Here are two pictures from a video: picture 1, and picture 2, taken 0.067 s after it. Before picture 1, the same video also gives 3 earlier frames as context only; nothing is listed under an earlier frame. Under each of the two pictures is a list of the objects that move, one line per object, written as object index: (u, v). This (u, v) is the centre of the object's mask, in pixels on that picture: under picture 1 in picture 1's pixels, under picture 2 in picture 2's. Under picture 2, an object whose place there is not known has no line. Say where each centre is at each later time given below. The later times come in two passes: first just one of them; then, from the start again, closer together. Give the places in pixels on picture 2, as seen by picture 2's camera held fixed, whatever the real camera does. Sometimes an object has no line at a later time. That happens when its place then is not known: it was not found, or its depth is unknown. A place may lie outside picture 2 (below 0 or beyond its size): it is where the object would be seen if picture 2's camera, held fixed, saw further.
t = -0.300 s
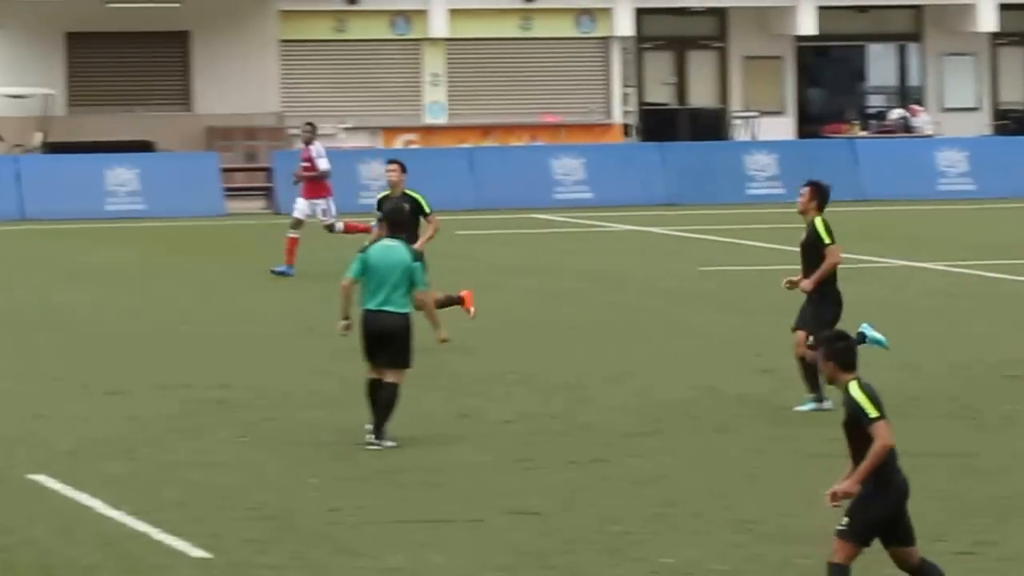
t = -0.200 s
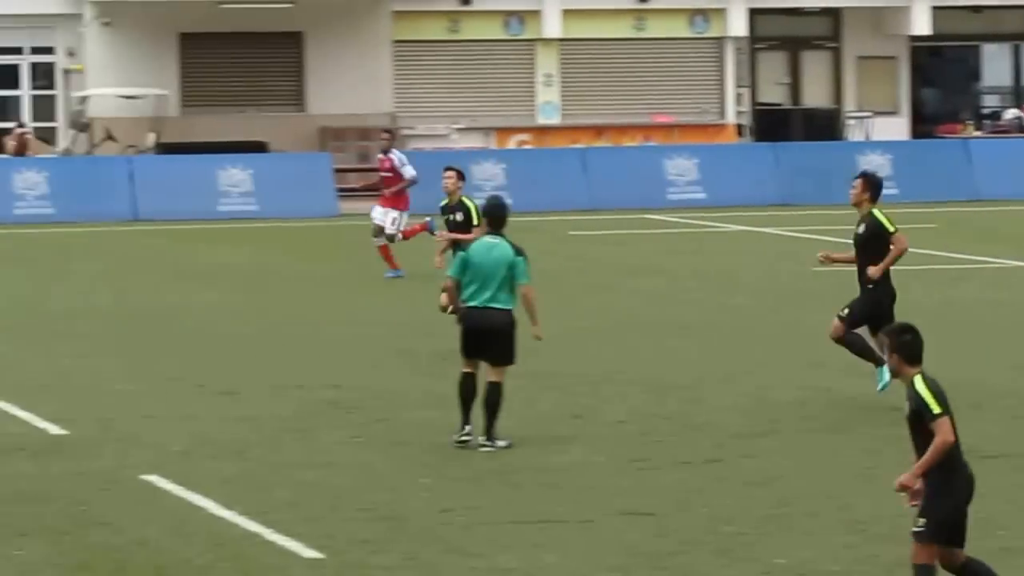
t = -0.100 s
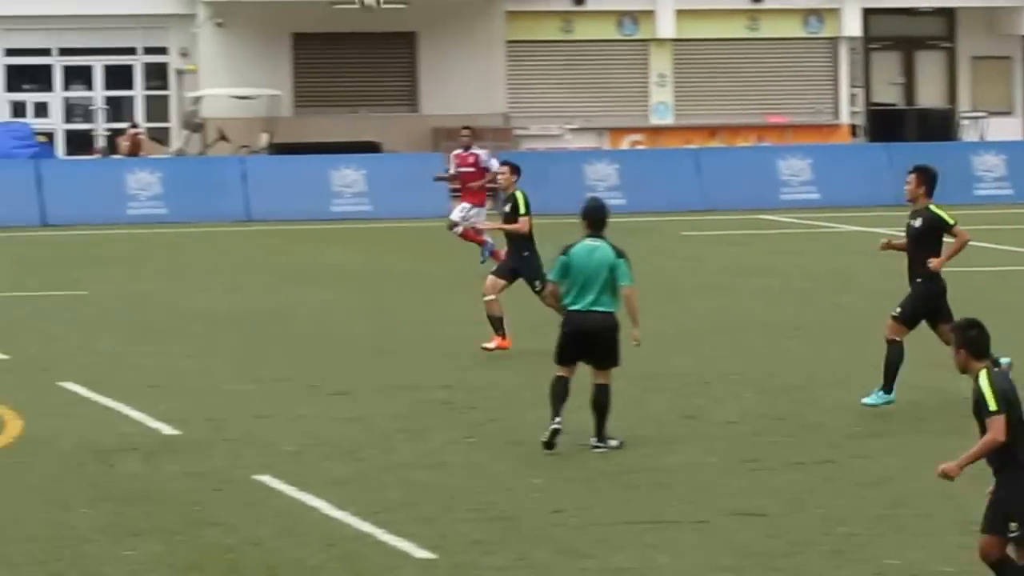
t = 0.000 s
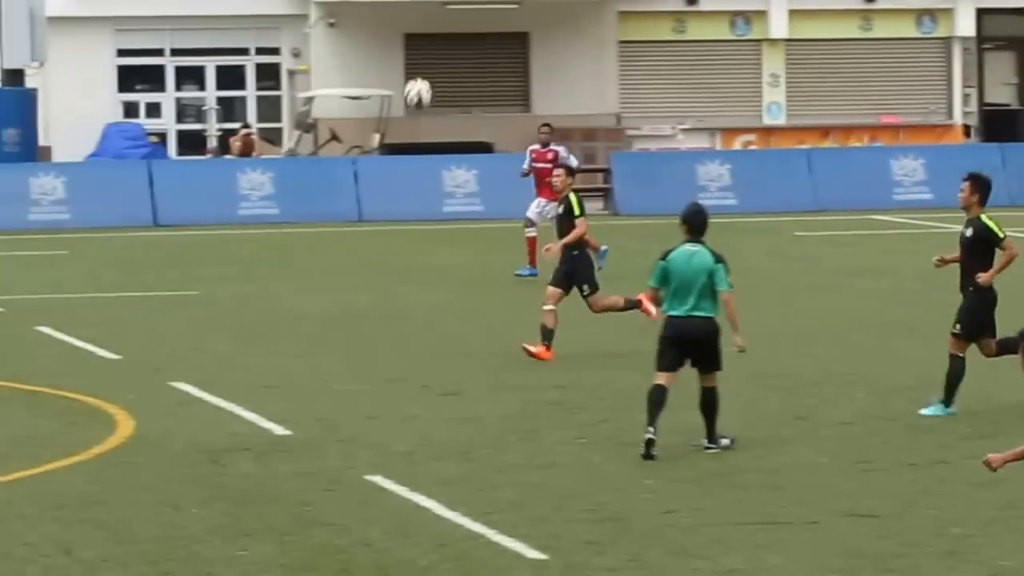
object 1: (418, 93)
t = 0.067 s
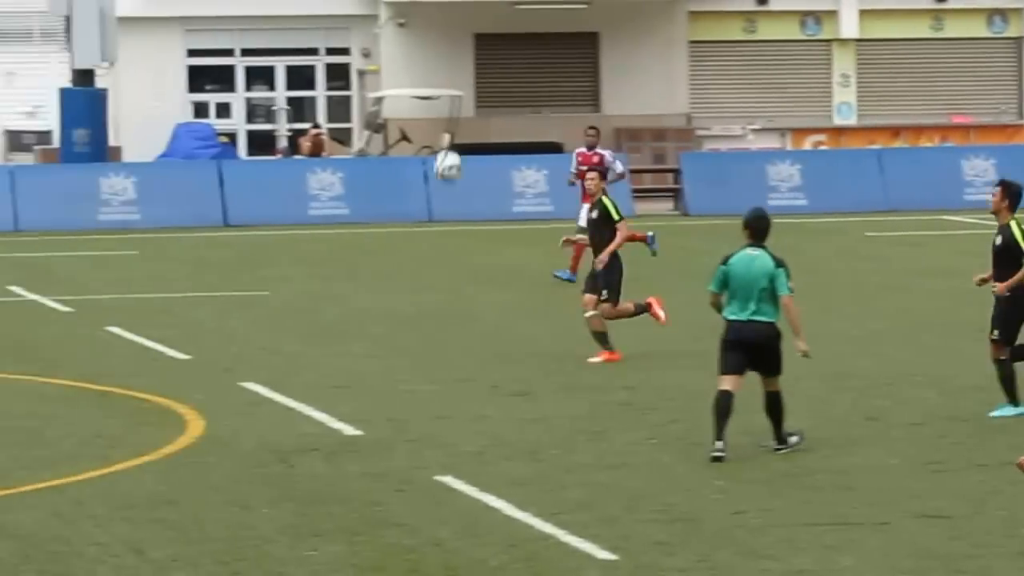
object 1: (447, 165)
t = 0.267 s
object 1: (336, 370)
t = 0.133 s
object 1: (410, 243)
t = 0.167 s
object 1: (390, 283)
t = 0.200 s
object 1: (371, 325)
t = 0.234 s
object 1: (351, 370)
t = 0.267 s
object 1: (336, 370)
